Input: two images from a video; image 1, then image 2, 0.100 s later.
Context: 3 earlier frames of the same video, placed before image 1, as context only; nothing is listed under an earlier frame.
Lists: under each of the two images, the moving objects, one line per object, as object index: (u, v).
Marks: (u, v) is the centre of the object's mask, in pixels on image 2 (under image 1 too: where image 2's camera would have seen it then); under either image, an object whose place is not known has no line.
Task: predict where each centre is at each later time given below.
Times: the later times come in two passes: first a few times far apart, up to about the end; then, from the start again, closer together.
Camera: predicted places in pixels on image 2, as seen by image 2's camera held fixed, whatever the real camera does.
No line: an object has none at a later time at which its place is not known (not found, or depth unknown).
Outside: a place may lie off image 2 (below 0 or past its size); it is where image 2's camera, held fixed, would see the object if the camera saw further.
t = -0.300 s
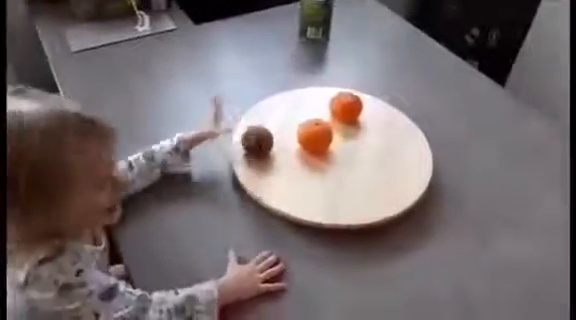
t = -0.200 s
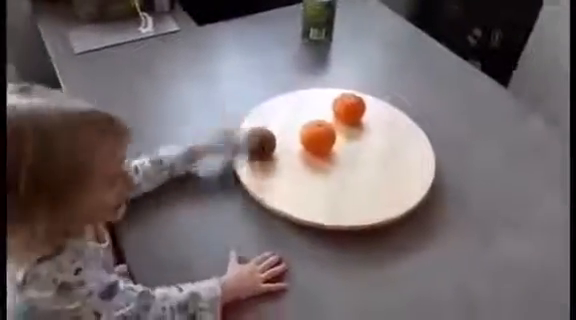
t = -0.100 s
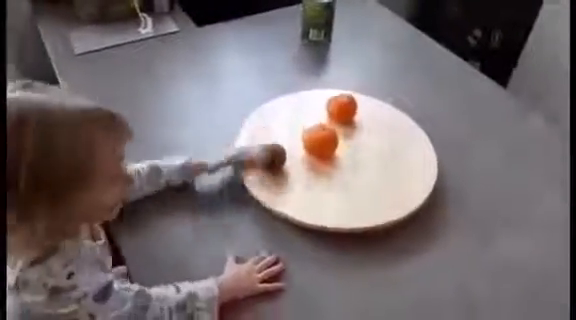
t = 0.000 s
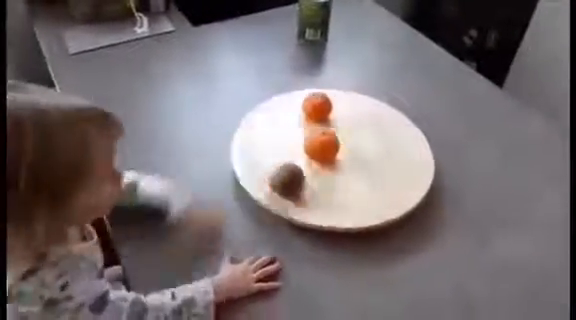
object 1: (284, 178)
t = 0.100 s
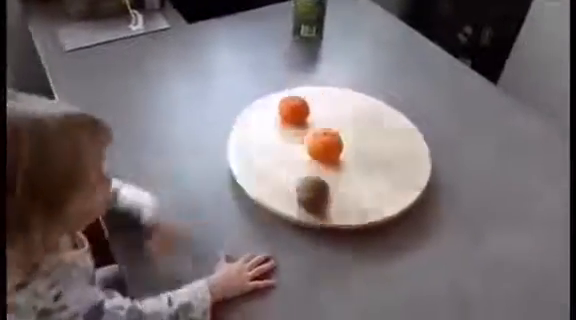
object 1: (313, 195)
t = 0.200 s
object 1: (344, 204)
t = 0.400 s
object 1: (403, 187)
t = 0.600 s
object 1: (433, 154)
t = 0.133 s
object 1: (323, 198)
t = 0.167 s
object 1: (333, 201)
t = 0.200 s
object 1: (344, 204)
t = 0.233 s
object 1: (353, 203)
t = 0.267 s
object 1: (363, 201)
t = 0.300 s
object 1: (374, 198)
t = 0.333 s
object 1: (384, 196)
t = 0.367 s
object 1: (393, 191)
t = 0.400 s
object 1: (403, 187)
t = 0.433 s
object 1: (410, 182)
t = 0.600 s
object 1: (433, 154)
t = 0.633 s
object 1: (437, 147)
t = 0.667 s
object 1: (436, 141)
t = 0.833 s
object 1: (441, 137)
